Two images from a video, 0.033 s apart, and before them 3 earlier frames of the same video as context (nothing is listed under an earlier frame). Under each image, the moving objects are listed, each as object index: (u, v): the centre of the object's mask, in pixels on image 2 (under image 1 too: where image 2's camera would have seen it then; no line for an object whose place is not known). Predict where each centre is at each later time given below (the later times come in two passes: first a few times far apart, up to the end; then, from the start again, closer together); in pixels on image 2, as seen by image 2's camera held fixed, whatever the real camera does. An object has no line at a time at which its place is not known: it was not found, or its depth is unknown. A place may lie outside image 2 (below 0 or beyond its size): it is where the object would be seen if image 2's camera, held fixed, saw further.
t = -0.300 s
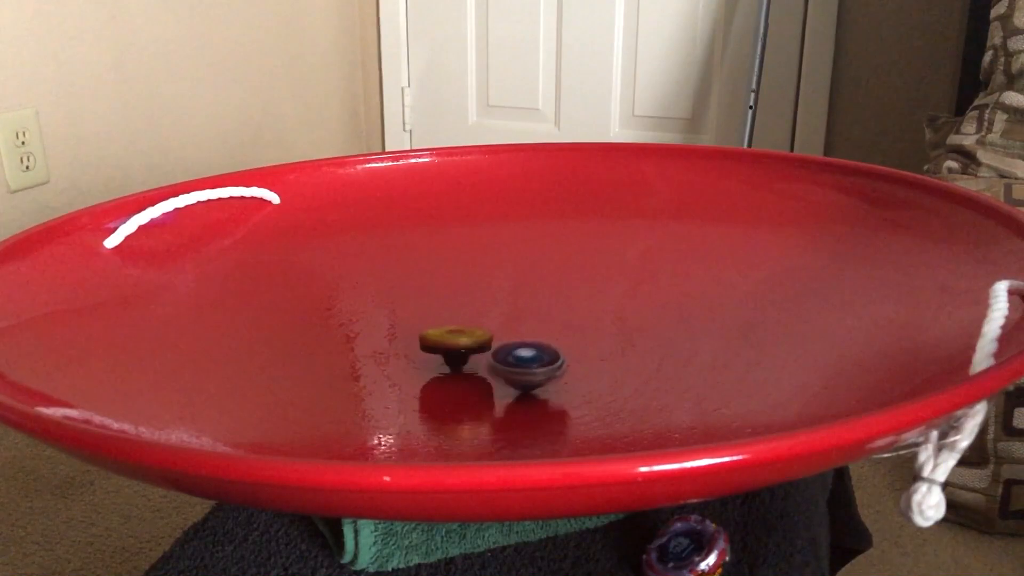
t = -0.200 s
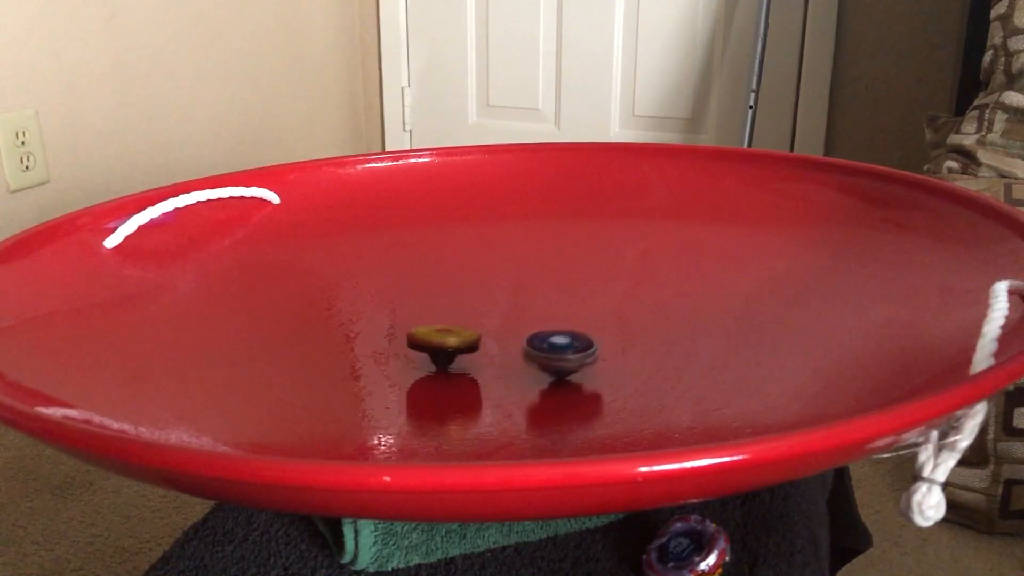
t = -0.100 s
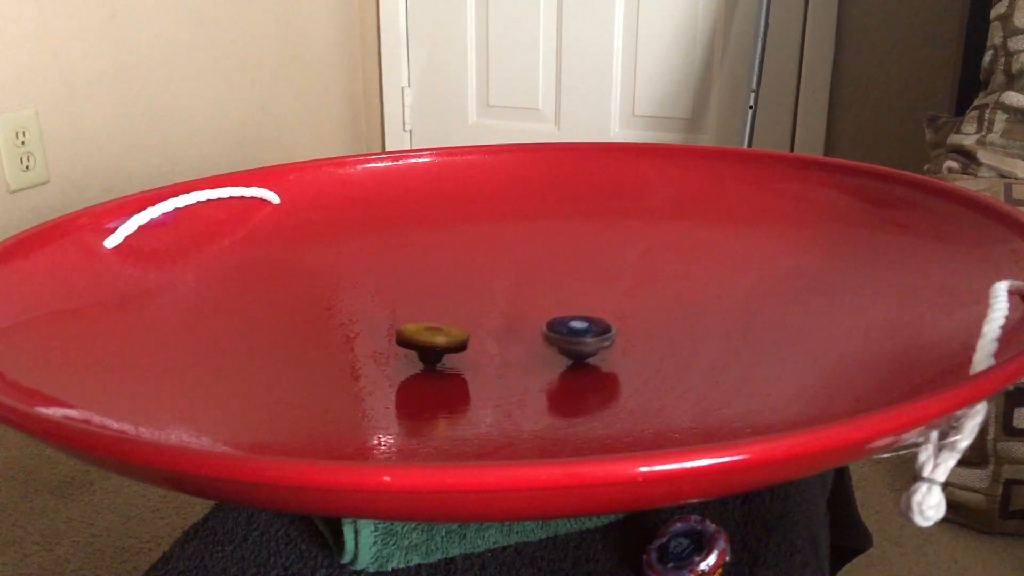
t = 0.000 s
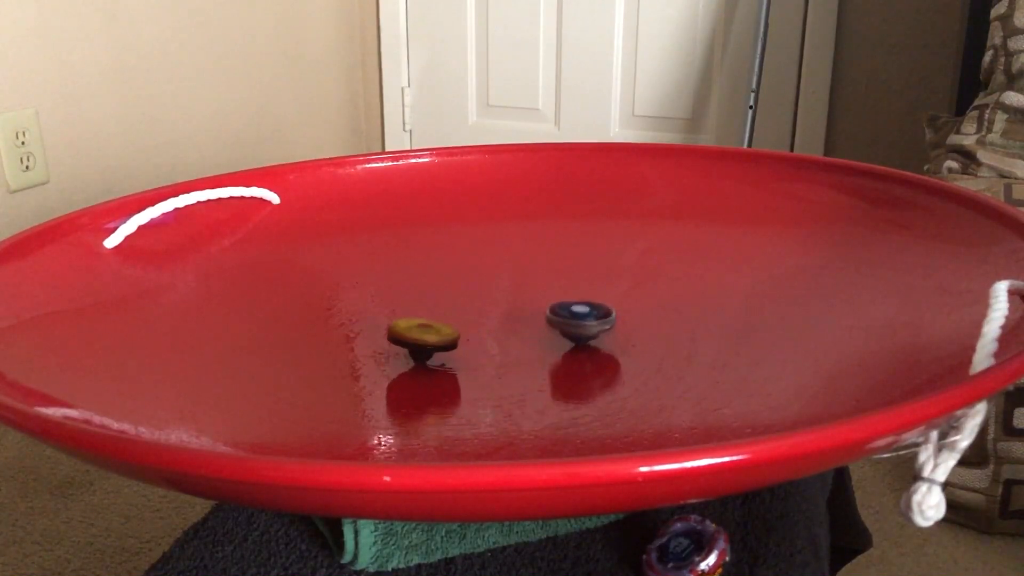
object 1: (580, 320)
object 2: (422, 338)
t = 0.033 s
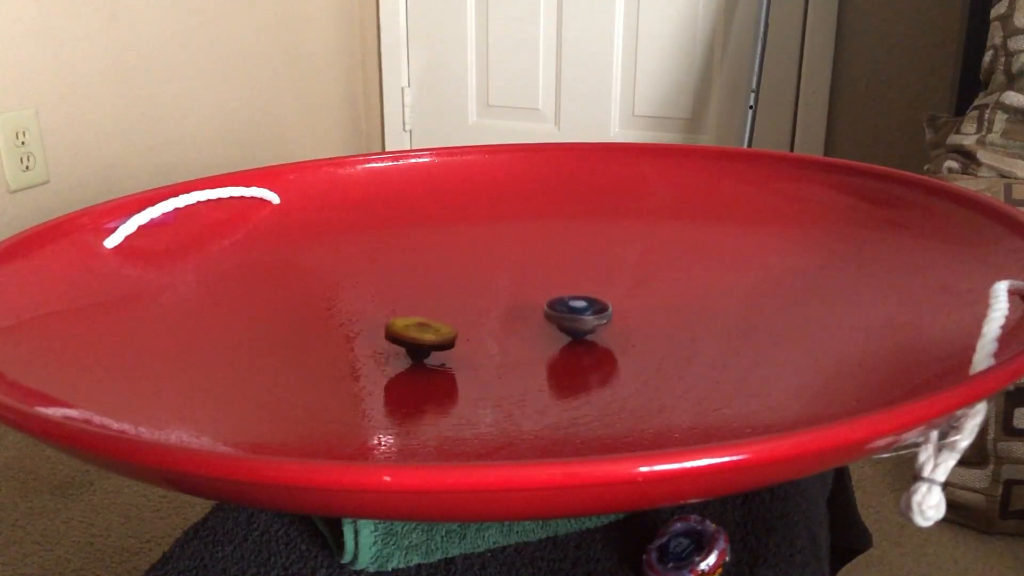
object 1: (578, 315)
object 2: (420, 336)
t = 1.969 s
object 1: (555, 297)
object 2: (464, 339)
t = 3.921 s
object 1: (476, 291)
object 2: (615, 352)
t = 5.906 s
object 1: (445, 323)
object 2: (546, 316)
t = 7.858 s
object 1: (426, 324)
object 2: (507, 292)
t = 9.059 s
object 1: (478, 334)
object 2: (424, 306)
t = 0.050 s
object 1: (576, 312)
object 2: (419, 336)
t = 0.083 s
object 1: (570, 308)
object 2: (417, 334)
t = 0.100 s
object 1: (567, 306)
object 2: (416, 333)
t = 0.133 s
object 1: (560, 301)
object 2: (415, 332)
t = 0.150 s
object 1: (556, 299)
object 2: (414, 331)
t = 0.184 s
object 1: (547, 296)
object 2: (414, 330)
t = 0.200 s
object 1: (543, 294)
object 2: (414, 329)
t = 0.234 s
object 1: (533, 291)
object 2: (413, 328)
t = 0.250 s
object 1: (527, 290)
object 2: (413, 327)
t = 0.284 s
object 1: (516, 287)
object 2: (414, 326)
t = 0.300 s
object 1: (511, 287)
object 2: (414, 325)
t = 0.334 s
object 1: (499, 285)
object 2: (415, 323)
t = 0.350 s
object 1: (493, 284)
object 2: (415, 322)
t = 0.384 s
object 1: (480, 283)
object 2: (417, 321)
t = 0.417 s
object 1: (467, 283)
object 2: (419, 319)
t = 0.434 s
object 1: (460, 283)
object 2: (419, 319)
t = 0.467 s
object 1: (448, 282)
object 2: (422, 317)
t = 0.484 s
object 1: (442, 282)
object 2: (423, 317)
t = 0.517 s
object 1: (429, 281)
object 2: (425, 316)
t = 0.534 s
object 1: (423, 280)
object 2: (427, 314)
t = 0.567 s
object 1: (409, 282)
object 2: (429, 314)
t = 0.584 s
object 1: (402, 284)
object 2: (431, 313)
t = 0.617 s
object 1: (390, 288)
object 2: (434, 312)
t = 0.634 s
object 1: (385, 290)
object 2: (435, 312)
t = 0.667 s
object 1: (375, 293)
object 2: (438, 311)
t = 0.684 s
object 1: (370, 295)
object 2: (440, 311)
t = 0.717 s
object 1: (360, 298)
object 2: (443, 311)
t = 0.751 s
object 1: (352, 302)
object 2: (447, 310)
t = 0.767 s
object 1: (348, 304)
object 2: (449, 310)
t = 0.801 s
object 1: (341, 308)
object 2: (452, 310)
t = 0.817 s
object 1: (339, 311)
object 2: (454, 310)
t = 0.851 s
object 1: (334, 316)
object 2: (458, 310)
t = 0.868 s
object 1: (333, 318)
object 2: (460, 309)
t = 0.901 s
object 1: (330, 323)
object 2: (463, 309)
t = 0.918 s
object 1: (330, 325)
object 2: (466, 309)
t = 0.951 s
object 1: (330, 330)
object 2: (469, 310)
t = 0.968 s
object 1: (331, 333)
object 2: (471, 310)
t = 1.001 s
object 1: (335, 338)
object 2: (475, 310)
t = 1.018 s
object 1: (337, 341)
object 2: (477, 311)
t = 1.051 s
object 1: (343, 346)
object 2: (480, 311)
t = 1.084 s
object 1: (351, 350)
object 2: (483, 312)
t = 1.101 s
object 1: (356, 353)
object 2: (485, 312)
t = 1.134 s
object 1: (366, 357)
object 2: (488, 313)
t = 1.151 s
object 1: (373, 358)
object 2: (490, 314)
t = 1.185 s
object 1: (385, 362)
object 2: (492, 315)
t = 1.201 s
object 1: (392, 363)
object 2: (494, 315)
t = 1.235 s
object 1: (406, 365)
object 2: (496, 316)
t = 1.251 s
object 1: (414, 366)
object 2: (497, 317)
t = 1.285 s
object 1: (430, 367)
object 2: (499, 318)
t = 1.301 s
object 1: (438, 368)
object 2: (500, 319)
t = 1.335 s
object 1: (454, 367)
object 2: (502, 320)
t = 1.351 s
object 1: (463, 367)
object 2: (503, 321)
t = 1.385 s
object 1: (479, 366)
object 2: (504, 322)
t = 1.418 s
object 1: (493, 365)
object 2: (506, 322)
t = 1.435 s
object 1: (499, 364)
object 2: (506, 322)
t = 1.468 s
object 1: (514, 361)
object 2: (507, 322)
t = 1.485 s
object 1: (520, 359)
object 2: (506, 322)
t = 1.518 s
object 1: (533, 355)
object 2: (505, 324)
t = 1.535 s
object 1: (539, 353)
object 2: (504, 325)
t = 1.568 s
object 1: (549, 350)
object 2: (503, 328)
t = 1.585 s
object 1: (554, 347)
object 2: (503, 329)
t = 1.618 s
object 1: (563, 343)
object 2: (501, 331)
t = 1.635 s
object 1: (568, 341)
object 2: (501, 331)
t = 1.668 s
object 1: (575, 337)
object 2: (498, 332)
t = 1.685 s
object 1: (578, 335)
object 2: (497, 333)
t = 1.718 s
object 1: (582, 330)
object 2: (494, 333)
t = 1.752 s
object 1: (584, 325)
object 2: (491, 335)
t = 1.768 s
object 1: (584, 322)
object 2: (489, 335)
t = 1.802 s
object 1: (583, 317)
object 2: (485, 336)
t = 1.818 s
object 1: (582, 315)
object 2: (483, 336)
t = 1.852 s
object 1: (579, 310)
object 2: (479, 337)
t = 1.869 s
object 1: (576, 308)
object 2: (477, 337)
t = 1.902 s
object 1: (570, 304)
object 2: (473, 338)
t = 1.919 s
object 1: (567, 302)
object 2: (471, 338)
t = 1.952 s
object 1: (559, 299)
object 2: (466, 338)
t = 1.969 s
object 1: (555, 297)
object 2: (464, 339)
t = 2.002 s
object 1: (545, 294)
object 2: (459, 339)
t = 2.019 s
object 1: (540, 293)
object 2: (457, 339)
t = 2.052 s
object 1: (529, 291)
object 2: (453, 339)
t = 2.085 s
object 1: (517, 289)
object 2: (448, 339)
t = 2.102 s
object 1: (512, 288)
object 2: (446, 339)
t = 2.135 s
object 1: (499, 287)
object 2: (442, 338)
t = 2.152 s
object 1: (493, 287)
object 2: (440, 338)
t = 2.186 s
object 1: (480, 287)
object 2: (437, 337)
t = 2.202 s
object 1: (474, 287)
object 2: (435, 337)
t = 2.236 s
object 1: (461, 287)
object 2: (431, 336)
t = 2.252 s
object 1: (454, 288)
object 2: (430, 336)
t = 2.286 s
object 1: (442, 289)
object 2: (427, 334)
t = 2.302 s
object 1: (436, 290)
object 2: (425, 334)
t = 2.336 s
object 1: (425, 292)
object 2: (423, 333)
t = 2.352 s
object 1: (419, 292)
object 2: (422, 333)
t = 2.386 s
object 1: (408, 293)
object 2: (420, 331)
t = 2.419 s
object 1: (396, 295)
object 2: (418, 330)
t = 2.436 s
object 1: (391, 296)
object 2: (418, 329)
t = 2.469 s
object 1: (379, 300)
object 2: (417, 327)
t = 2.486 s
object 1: (375, 302)
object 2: (416, 327)
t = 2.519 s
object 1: (365, 307)
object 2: (415, 326)
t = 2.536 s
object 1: (359, 308)
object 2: (418, 326)
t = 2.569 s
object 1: (341, 305)
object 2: (431, 330)
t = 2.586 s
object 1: (333, 304)
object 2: (437, 332)
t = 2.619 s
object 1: (319, 302)
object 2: (449, 336)
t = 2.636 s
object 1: (311, 302)
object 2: (456, 338)
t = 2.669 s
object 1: (298, 300)
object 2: (468, 341)
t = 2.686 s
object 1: (293, 301)
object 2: (473, 342)
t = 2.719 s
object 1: (284, 301)
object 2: (485, 344)
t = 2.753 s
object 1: (276, 303)
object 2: (493, 346)
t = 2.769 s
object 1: (272, 304)
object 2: (497, 346)
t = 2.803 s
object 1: (267, 306)
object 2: (504, 346)
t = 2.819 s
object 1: (265, 308)
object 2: (507, 346)
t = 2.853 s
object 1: (260, 311)
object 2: (512, 346)
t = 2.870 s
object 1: (259, 313)
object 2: (513, 346)
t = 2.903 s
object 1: (258, 317)
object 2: (517, 345)
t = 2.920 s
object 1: (259, 319)
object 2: (519, 345)
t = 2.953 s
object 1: (261, 324)
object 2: (524, 344)
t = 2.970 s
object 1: (264, 326)
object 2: (526, 344)
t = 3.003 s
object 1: (272, 331)
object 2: (529, 344)
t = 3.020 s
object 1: (277, 334)
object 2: (532, 344)
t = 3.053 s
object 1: (289, 338)
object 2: (535, 344)
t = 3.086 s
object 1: (301, 341)
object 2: (538, 344)
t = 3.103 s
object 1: (309, 343)
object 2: (540, 344)
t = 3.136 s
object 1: (323, 346)
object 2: (543, 344)
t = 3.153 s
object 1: (330, 347)
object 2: (545, 344)
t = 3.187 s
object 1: (348, 348)
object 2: (547, 344)
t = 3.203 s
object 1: (356, 349)
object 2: (549, 344)
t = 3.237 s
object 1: (373, 349)
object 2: (551, 344)
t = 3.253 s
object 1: (380, 349)
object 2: (553, 344)
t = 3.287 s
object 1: (396, 349)
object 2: (554, 344)
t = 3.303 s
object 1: (404, 349)
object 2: (555, 344)
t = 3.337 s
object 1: (421, 349)
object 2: (557, 345)
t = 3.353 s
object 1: (429, 348)
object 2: (558, 345)
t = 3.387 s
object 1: (444, 347)
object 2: (559, 346)
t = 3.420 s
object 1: (457, 345)
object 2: (560, 346)
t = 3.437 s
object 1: (465, 344)
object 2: (561, 346)
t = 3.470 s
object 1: (478, 343)
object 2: (561, 346)
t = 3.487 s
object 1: (485, 342)
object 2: (561, 346)
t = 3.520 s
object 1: (485, 337)
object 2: (574, 347)
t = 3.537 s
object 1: (483, 335)
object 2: (583, 348)
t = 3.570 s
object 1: (480, 330)
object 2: (597, 349)
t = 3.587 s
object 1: (478, 328)
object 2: (603, 349)
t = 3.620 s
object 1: (476, 324)
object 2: (611, 349)
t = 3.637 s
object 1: (476, 322)
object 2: (615, 350)
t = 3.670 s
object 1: (476, 318)
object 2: (618, 350)
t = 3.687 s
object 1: (477, 316)
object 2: (619, 350)
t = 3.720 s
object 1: (479, 313)
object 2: (621, 350)
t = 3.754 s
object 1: (481, 309)
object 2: (621, 350)
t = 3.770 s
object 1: (482, 307)
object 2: (621, 350)
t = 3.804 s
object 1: (483, 303)
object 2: (622, 351)
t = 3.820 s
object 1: (483, 301)
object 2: (621, 351)
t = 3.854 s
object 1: (483, 297)
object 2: (620, 351)
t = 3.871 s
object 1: (482, 296)
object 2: (619, 351)
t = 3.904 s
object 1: (478, 293)
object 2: (617, 352)
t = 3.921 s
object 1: (476, 291)
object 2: (615, 352)
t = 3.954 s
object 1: (472, 289)
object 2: (613, 352)
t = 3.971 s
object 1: (470, 289)
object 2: (611, 352)
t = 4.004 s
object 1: (465, 288)
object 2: (607, 352)
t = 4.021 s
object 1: (462, 287)
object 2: (605, 352)
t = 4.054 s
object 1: (457, 287)
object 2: (600, 352)
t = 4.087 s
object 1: (453, 287)
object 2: (596, 352)
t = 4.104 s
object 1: (451, 287)
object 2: (594, 352)
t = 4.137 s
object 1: (446, 288)
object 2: (589, 352)
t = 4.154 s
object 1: (444, 289)
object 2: (586, 352)
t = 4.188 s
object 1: (440, 290)
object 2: (581, 351)
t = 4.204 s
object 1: (439, 291)
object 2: (579, 351)
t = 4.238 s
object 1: (435, 292)
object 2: (574, 350)
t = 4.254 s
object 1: (433, 293)
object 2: (572, 350)
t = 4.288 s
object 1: (431, 296)
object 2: (567, 349)
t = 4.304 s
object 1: (429, 297)
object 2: (564, 348)
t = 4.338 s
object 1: (427, 300)
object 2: (559, 347)
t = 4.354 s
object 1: (426, 301)
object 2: (557, 347)
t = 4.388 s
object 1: (425, 304)
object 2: (553, 345)
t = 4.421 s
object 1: (425, 308)
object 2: (548, 344)
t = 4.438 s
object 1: (425, 310)
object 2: (546, 343)
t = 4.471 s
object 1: (427, 314)
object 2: (542, 342)
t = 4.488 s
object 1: (428, 315)
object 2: (540, 341)
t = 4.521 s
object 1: (432, 319)
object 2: (537, 339)
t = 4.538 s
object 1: (434, 320)
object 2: (535, 338)
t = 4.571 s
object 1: (441, 324)
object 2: (532, 336)
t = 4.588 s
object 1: (444, 326)
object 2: (531, 335)
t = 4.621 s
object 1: (452, 328)
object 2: (528, 333)
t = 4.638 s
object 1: (456, 329)
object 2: (527, 333)
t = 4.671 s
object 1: (458, 330)
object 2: (532, 331)
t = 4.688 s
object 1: (458, 331)
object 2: (533, 330)
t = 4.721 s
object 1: (458, 332)
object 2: (536, 328)
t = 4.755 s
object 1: (458, 332)
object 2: (536, 327)
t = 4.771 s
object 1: (458, 332)
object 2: (536, 326)
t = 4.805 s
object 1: (459, 332)
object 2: (537, 325)
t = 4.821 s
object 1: (459, 332)
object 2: (537, 324)
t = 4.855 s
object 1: (459, 333)
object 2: (537, 322)
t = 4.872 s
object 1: (459, 332)
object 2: (537, 321)
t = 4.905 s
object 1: (459, 332)
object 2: (538, 319)
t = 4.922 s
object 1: (459, 333)
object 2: (539, 318)
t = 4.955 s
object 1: (459, 332)
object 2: (540, 317)
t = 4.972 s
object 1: (460, 332)
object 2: (540, 316)
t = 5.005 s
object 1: (460, 332)
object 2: (542, 314)
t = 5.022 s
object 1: (459, 332)
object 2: (543, 313)
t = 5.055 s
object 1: (460, 332)
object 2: (545, 312)
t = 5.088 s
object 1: (459, 332)
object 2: (547, 311)
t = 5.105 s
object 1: (459, 332)
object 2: (548, 310)
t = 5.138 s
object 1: (459, 332)
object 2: (550, 309)
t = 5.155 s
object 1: (459, 332)
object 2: (551, 308)
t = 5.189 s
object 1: (458, 331)
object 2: (553, 307)
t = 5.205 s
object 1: (458, 331)
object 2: (554, 307)
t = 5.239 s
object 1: (458, 331)
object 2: (557, 306)
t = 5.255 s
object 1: (458, 331)
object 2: (558, 305)
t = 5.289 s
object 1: (457, 331)
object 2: (559, 305)
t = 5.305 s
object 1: (457, 330)
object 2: (561, 305)
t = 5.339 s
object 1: (457, 330)
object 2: (562, 304)
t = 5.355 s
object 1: (456, 330)
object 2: (563, 304)
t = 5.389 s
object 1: (456, 329)
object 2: (565, 304)
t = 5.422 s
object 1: (456, 329)
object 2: (566, 304)
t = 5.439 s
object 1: (455, 328)
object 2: (567, 304)
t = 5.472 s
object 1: (455, 328)
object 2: (568, 304)
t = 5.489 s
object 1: (454, 328)
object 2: (568, 304)
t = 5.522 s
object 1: (453, 328)
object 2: (568, 305)
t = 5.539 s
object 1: (453, 327)
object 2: (568, 305)
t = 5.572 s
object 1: (452, 327)
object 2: (569, 305)
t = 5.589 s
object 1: (452, 327)
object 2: (569, 306)
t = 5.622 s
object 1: (451, 327)
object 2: (568, 307)
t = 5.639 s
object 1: (451, 326)
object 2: (567, 307)
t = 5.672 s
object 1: (450, 326)
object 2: (566, 308)
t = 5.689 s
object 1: (449, 326)
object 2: (565, 309)
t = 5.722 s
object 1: (448, 326)
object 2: (563, 310)
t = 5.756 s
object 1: (448, 325)
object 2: (560, 311)
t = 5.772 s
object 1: (447, 324)
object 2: (559, 312)
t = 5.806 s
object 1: (447, 324)
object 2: (556, 313)
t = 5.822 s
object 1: (446, 324)
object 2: (555, 313)
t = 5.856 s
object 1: (445, 324)
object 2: (552, 314)
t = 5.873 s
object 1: (446, 323)
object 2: (550, 315)
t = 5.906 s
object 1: (445, 323)
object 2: (546, 316)
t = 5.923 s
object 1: (445, 324)
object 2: (544, 317)
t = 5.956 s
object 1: (445, 324)
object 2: (541, 318)
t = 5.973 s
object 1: (444, 323)
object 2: (539, 318)
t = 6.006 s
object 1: (444, 323)
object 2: (535, 319)
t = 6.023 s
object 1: (444, 324)
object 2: (532, 319)
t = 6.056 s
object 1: (443, 323)
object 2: (528, 320)
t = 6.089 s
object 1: (443, 323)
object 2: (523, 320)
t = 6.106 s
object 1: (443, 323)
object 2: (521, 321)
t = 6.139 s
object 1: (443, 323)
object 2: (516, 321)
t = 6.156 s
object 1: (442, 323)
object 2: (513, 321)
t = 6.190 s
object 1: (430, 323)
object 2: (521, 321)
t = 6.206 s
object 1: (421, 323)
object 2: (526, 321)
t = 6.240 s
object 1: (409, 323)
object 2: (533, 320)
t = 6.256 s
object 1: (405, 322)
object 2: (536, 320)
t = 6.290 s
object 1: (395, 322)
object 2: (540, 320)
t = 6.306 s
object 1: (392, 322)
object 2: (541, 320)
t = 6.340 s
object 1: (385, 322)
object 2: (541, 320)
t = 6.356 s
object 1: (381, 323)
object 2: (540, 319)
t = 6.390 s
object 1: (376, 323)
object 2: (538, 319)
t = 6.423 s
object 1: (370, 324)
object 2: (537, 318)
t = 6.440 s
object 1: (368, 325)
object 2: (536, 317)
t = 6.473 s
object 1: (364, 326)
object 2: (534, 317)
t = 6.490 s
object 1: (362, 327)
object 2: (533, 316)
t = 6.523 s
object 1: (360, 328)
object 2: (530, 315)
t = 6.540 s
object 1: (359, 329)
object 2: (529, 315)
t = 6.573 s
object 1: (359, 330)
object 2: (527, 314)
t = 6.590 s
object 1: (360, 331)
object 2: (526, 314)
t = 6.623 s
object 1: (362, 332)
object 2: (524, 313)
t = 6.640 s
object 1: (362, 333)
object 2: (523, 313)
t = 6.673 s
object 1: (365, 335)
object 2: (521, 312)
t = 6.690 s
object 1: (367, 335)
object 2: (519, 311)
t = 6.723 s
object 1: (371, 336)
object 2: (517, 310)
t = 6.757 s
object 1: (375, 337)
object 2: (515, 310)
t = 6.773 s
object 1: (378, 338)
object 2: (515, 310)
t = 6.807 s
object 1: (384, 338)
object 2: (513, 309)
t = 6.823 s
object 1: (388, 339)
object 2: (512, 309)
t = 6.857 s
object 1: (395, 340)
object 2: (510, 308)
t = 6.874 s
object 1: (399, 339)
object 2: (509, 308)
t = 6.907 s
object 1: (408, 340)
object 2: (507, 307)
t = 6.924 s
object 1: (412, 340)
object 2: (506, 307)
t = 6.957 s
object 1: (422, 339)
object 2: (505, 306)
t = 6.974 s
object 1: (426, 339)
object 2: (503, 306)
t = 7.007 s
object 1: (434, 336)
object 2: (502, 305)
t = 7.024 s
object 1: (439, 336)
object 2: (501, 305)
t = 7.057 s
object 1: (446, 333)
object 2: (499, 304)
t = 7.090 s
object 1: (453, 331)
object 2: (498, 303)
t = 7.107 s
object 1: (455, 329)
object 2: (497, 303)
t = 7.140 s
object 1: (458, 327)
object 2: (497, 301)
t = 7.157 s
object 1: (457, 326)
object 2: (499, 299)
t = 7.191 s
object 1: (454, 326)
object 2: (501, 297)
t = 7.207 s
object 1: (455, 325)
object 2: (502, 296)
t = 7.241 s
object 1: (449, 325)
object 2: (504, 293)
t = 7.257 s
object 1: (447, 325)
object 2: (505, 293)
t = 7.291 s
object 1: (444, 324)
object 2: (505, 291)
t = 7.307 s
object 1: (443, 324)
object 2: (505, 291)
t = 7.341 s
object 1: (440, 323)
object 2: (506, 290)
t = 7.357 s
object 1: (439, 323)
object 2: (506, 290)
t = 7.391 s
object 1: (437, 322)
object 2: (506, 289)
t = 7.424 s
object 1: (435, 323)
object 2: (507, 288)
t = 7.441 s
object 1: (434, 322)
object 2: (507, 288)
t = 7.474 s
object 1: (432, 322)
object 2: (507, 287)
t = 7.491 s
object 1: (431, 322)
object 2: (508, 287)
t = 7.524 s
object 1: (430, 322)
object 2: (508, 287)
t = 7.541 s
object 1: (429, 322)
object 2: (509, 287)
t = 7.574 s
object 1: (428, 323)
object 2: (509, 287)
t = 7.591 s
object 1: (428, 322)
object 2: (509, 287)
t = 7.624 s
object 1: (426, 322)
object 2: (509, 287)
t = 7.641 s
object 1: (425, 322)
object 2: (509, 287)
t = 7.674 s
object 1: (425, 322)
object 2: (509, 287)
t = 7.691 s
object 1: (425, 322)
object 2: (509, 287)
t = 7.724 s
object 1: (425, 323)
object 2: (509, 288)
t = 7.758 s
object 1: (425, 323)
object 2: (509, 288)
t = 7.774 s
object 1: (425, 324)
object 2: (509, 289)
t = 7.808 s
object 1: (426, 324)
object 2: (508, 290)
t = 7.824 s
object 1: (426, 323)
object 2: (508, 291)
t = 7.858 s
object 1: (426, 324)
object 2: (507, 292)
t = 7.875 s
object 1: (427, 324)
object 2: (506, 293)
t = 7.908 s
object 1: (428, 324)
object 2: (504, 294)
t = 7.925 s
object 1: (429, 325)
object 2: (503, 295)
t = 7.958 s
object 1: (430, 325)
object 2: (502, 296)
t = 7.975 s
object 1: (431, 325)
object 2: (501, 297)
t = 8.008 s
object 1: (432, 326)
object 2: (499, 298)
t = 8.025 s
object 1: (433, 326)
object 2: (498, 299)
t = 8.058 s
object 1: (436, 327)
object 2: (495, 300)
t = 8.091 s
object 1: (439, 327)
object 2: (493, 301)
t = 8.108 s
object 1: (440, 326)
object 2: (492, 302)
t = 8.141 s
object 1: (443, 328)
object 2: (490, 303)
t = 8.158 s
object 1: (444, 327)
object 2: (490, 303)
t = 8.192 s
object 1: (447, 328)
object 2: (488, 303)
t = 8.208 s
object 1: (447, 329)
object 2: (488, 303)
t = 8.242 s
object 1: (444, 331)
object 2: (487, 303)
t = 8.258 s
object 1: (444, 332)
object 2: (486, 303)
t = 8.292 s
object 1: (445, 333)
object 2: (485, 303)
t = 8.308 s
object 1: (444, 334)
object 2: (483, 303)
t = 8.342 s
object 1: (446, 336)
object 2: (480, 303)
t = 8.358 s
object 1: (446, 336)
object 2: (479, 303)
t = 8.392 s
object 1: (448, 338)
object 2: (476, 303)
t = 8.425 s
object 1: (449, 339)
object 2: (472, 303)
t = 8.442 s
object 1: (450, 339)
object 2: (471, 303)
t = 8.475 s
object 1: (452, 341)
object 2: (468, 304)
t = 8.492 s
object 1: (452, 340)
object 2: (466, 304)
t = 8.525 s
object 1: (456, 341)
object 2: (463, 304)
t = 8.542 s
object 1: (456, 341)
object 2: (461, 304)
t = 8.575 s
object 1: (457, 342)
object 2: (458, 304)
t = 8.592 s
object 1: (459, 343)
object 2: (457, 304)
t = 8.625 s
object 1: (461, 342)
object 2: (454, 305)
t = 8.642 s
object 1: (462, 344)
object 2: (452, 305)
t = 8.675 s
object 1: (464, 343)
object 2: (449, 305)
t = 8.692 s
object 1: (465, 343)
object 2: (448, 305)
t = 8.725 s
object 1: (468, 343)
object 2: (445, 306)
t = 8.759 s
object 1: (470, 342)
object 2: (443, 306)
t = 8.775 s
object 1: (469, 342)
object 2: (441, 306)
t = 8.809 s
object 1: (472, 341)
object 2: (439, 306)
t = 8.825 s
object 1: (472, 341)
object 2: (438, 306)
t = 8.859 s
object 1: (474, 341)
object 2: (435, 306)
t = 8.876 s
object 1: (475, 340)
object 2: (434, 306)
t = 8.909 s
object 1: (476, 340)
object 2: (433, 307)
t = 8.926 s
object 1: (478, 339)
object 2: (432, 307)
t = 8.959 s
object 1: (478, 338)
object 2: (430, 307)
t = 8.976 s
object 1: (478, 337)
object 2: (429, 306)
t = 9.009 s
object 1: (479, 336)
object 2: (426, 306)
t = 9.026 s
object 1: (478, 335)
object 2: (426, 306)
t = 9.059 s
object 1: (478, 334)
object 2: (424, 306)
